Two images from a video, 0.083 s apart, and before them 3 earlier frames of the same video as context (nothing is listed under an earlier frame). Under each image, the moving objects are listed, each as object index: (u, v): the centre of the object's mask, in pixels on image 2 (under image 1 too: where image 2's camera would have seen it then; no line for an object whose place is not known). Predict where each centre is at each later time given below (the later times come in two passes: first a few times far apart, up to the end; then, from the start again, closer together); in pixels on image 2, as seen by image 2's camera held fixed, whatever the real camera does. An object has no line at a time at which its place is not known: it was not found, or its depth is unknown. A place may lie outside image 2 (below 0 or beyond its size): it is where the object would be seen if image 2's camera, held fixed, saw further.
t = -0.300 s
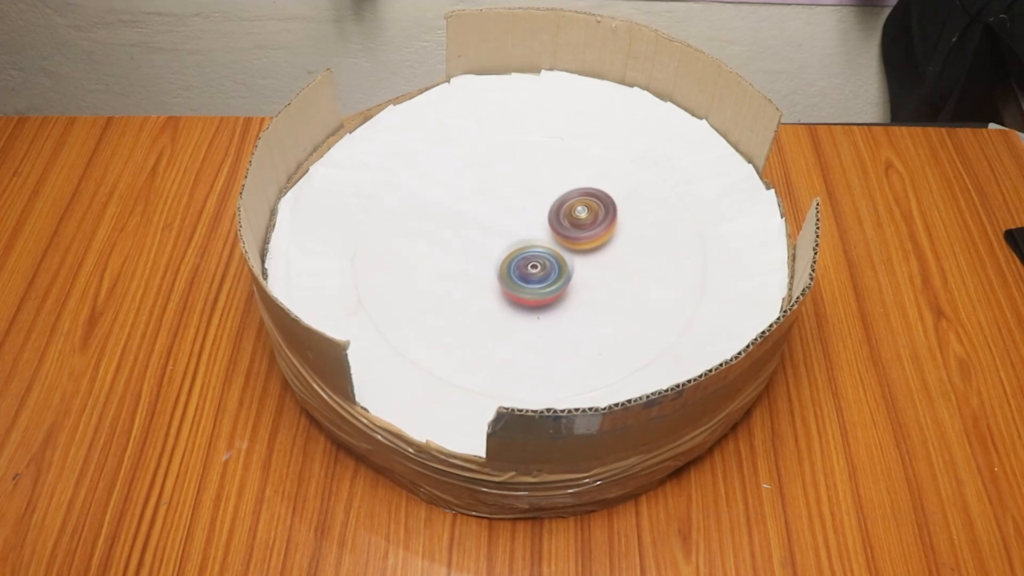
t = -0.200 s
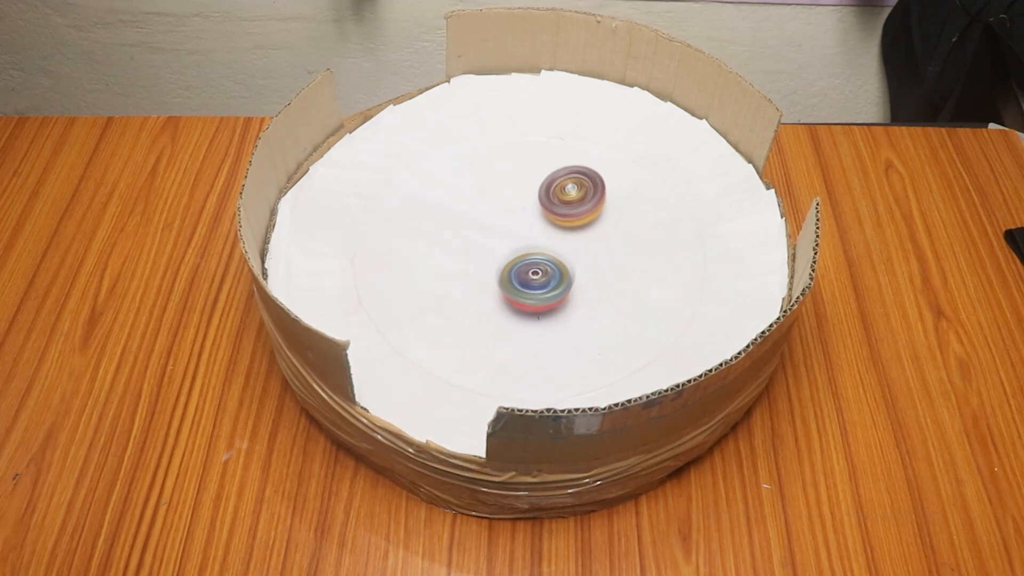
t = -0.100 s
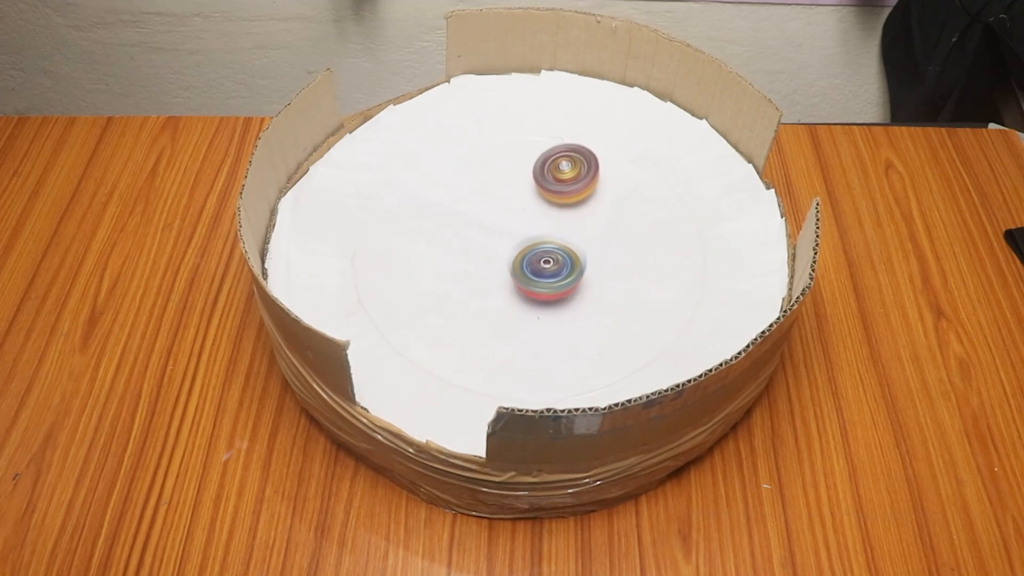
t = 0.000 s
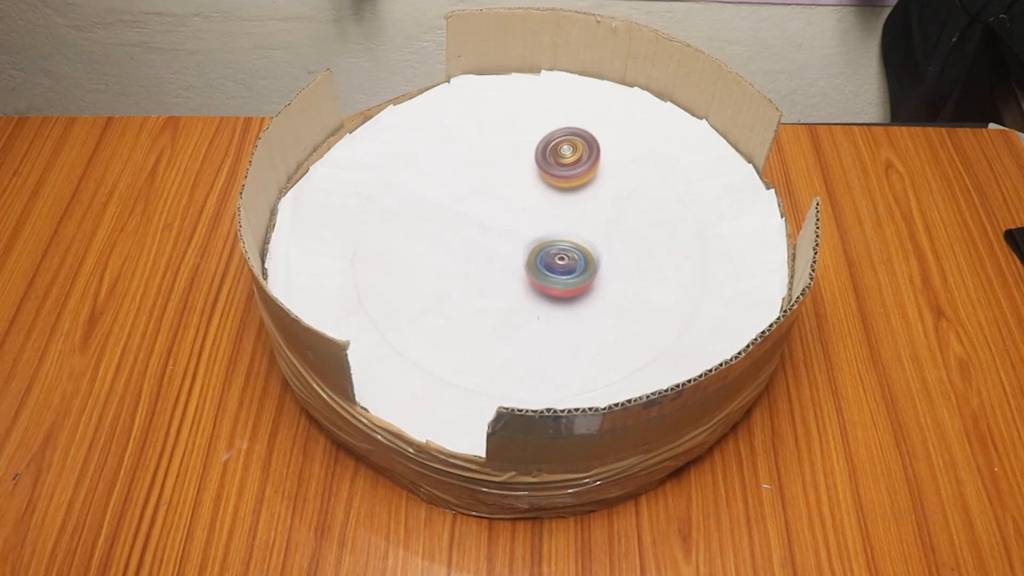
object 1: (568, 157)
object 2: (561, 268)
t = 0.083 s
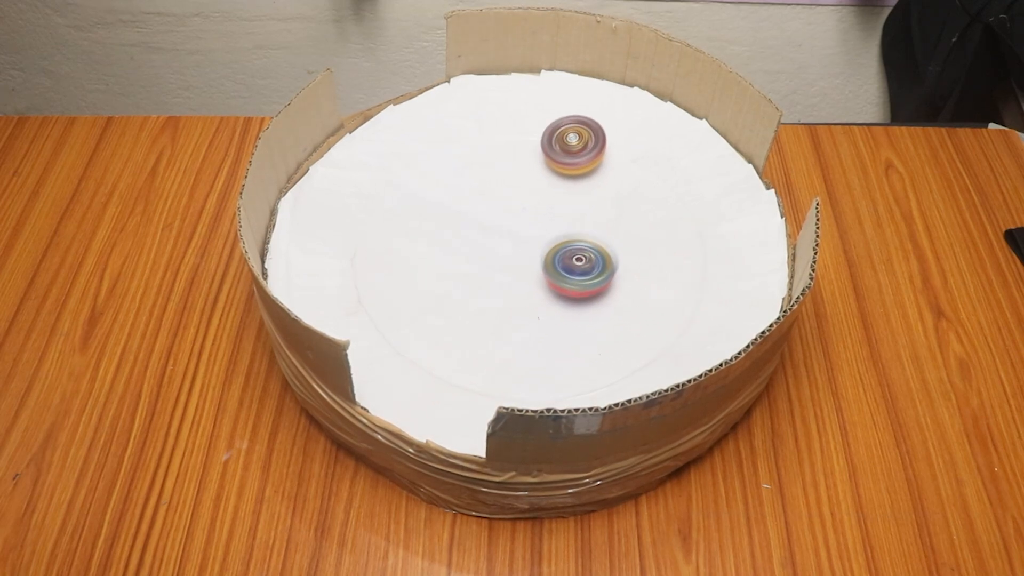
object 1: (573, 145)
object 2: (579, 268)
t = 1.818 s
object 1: (543, 242)
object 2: (441, 328)
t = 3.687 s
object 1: (590, 201)
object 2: (488, 153)
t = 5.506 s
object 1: (594, 155)
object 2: (591, 331)
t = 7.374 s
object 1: (600, 194)
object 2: (435, 339)
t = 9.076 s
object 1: (570, 269)
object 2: (616, 181)
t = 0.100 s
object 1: (574, 142)
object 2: (580, 266)
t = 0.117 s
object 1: (575, 140)
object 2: (580, 264)
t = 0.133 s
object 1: (576, 138)
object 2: (580, 261)
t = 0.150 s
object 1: (578, 136)
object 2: (580, 258)
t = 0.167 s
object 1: (580, 135)
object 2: (578, 255)
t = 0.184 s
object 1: (582, 134)
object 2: (576, 252)
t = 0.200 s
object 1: (585, 133)
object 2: (574, 249)
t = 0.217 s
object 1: (588, 135)
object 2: (570, 247)
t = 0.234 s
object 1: (592, 138)
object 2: (567, 244)
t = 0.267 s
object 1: (598, 142)
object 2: (560, 238)
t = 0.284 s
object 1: (600, 144)
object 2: (557, 235)
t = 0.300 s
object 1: (602, 146)
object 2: (555, 231)
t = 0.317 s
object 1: (603, 147)
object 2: (554, 228)
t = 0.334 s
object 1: (603, 147)
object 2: (553, 226)
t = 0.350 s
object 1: (603, 148)
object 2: (552, 224)
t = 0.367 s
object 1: (602, 149)
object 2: (551, 221)
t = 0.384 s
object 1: (601, 149)
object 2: (548, 219)
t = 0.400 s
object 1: (600, 149)
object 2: (545, 217)
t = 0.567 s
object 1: (588, 154)
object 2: (502, 210)
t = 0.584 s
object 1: (587, 155)
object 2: (501, 209)
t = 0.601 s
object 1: (587, 157)
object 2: (501, 209)
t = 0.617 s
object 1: (586, 158)
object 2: (501, 210)
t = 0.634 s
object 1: (585, 160)
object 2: (503, 211)
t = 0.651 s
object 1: (583, 161)
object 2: (506, 212)
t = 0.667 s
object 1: (581, 163)
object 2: (509, 211)
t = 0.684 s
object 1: (579, 164)
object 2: (512, 211)
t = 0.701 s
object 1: (576, 166)
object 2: (516, 211)
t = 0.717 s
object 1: (575, 167)
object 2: (519, 211)
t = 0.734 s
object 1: (573, 169)
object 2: (521, 211)
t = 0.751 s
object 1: (572, 171)
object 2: (522, 211)
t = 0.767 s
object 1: (571, 173)
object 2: (519, 213)
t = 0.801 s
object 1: (571, 177)
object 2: (518, 218)
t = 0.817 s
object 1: (569, 180)
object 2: (520, 220)
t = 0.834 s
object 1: (568, 182)
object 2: (519, 224)
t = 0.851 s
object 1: (568, 180)
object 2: (513, 233)
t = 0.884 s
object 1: (569, 178)
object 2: (501, 250)
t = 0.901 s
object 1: (568, 178)
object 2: (497, 255)
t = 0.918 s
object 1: (566, 179)
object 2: (493, 262)
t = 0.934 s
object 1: (563, 180)
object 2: (490, 267)
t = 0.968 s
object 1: (557, 182)
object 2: (482, 278)
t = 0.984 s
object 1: (555, 182)
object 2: (478, 283)
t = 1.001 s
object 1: (555, 182)
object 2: (474, 288)
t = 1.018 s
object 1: (555, 183)
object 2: (470, 293)
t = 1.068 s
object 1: (556, 181)
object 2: (463, 305)
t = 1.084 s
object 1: (558, 181)
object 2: (461, 309)
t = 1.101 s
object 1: (559, 180)
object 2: (459, 312)
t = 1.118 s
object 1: (559, 180)
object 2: (457, 316)
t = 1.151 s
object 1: (559, 178)
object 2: (453, 324)
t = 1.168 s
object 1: (560, 178)
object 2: (453, 327)
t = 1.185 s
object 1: (560, 179)
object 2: (451, 331)
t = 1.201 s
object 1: (561, 180)
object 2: (448, 336)
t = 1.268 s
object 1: (561, 183)
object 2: (438, 347)
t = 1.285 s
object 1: (561, 184)
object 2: (436, 351)
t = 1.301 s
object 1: (560, 186)
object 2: (435, 352)
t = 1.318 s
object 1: (559, 187)
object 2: (436, 353)
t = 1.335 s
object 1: (558, 188)
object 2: (438, 354)
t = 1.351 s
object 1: (557, 189)
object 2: (442, 354)
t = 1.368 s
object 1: (555, 190)
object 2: (446, 355)
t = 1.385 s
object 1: (555, 191)
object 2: (451, 354)
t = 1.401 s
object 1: (554, 192)
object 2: (454, 353)
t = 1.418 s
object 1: (554, 192)
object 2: (456, 352)
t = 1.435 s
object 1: (554, 193)
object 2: (456, 352)
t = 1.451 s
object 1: (554, 194)
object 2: (455, 352)
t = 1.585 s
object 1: (554, 208)
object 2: (435, 350)
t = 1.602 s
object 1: (554, 210)
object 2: (434, 350)
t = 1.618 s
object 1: (553, 213)
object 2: (434, 350)
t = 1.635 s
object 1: (553, 216)
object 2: (435, 349)
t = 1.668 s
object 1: (553, 221)
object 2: (435, 347)
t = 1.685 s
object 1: (553, 224)
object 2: (435, 345)
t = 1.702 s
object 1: (553, 227)
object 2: (436, 344)
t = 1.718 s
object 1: (552, 229)
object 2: (437, 342)
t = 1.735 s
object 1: (551, 231)
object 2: (438, 340)
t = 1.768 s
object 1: (548, 235)
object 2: (438, 335)
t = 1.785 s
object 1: (546, 238)
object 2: (438, 332)
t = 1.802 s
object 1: (545, 240)
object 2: (439, 330)
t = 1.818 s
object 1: (543, 242)
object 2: (441, 328)
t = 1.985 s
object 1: (532, 257)
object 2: (473, 299)
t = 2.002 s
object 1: (532, 258)
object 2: (475, 295)
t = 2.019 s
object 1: (537, 254)
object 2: (469, 297)
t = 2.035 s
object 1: (542, 248)
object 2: (463, 299)
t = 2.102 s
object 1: (561, 230)
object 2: (444, 306)
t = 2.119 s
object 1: (564, 227)
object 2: (441, 307)
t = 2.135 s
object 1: (567, 224)
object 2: (439, 309)
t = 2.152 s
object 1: (569, 222)
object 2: (436, 312)
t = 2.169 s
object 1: (572, 221)
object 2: (433, 313)
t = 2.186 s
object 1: (574, 221)
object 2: (430, 315)
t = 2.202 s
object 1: (578, 221)
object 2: (428, 317)
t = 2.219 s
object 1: (581, 222)
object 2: (426, 319)
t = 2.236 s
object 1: (584, 223)
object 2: (424, 321)
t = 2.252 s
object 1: (588, 224)
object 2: (422, 324)
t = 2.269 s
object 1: (592, 225)
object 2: (420, 324)
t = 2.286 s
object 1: (595, 226)
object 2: (417, 323)
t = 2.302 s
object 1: (597, 228)
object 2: (414, 324)
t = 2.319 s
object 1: (598, 230)
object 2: (410, 325)
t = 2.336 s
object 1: (598, 233)
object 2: (406, 326)
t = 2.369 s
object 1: (597, 239)
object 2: (401, 327)
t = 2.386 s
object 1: (595, 242)
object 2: (400, 326)
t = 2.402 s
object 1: (594, 246)
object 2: (397, 326)
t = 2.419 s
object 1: (592, 249)
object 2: (395, 323)
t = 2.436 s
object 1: (589, 252)
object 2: (393, 321)
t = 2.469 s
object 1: (586, 256)
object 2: (390, 315)
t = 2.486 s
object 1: (584, 258)
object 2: (388, 314)
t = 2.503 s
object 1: (583, 259)
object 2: (386, 312)
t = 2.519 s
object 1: (582, 260)
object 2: (384, 310)
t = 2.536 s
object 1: (581, 260)
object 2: (384, 309)
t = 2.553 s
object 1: (580, 260)
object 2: (383, 307)
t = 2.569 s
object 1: (579, 259)
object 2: (382, 306)
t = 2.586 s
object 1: (579, 259)
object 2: (381, 305)
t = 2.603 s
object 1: (579, 258)
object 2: (381, 305)
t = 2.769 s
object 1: (585, 245)
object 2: (397, 300)
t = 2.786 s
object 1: (585, 243)
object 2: (401, 299)
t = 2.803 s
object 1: (585, 242)
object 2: (406, 298)
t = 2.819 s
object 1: (584, 240)
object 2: (411, 296)
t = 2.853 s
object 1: (583, 237)
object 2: (421, 294)
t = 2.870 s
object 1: (582, 236)
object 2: (427, 291)
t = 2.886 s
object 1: (580, 235)
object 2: (432, 289)
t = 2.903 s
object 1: (579, 234)
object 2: (437, 287)
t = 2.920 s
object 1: (578, 233)
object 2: (442, 284)
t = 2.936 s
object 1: (578, 232)
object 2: (447, 280)
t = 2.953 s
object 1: (580, 230)
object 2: (451, 276)
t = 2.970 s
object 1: (581, 228)
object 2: (455, 272)
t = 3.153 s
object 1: (590, 221)
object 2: (491, 232)
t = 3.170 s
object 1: (591, 221)
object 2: (495, 228)
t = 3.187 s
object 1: (590, 221)
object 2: (497, 224)
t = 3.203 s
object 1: (590, 221)
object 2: (499, 221)
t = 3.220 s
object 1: (589, 222)
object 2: (501, 216)
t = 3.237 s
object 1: (588, 222)
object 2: (503, 214)
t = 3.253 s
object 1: (587, 223)
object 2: (507, 211)
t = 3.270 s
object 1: (586, 224)
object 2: (510, 207)
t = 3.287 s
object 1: (585, 224)
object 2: (511, 203)
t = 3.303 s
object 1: (584, 223)
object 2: (512, 200)
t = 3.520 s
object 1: (589, 207)
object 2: (511, 158)
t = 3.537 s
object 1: (590, 206)
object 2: (510, 156)
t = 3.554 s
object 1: (590, 205)
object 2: (508, 154)
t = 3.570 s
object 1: (590, 204)
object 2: (506, 153)
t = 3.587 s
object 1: (591, 204)
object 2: (503, 152)
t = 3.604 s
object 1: (591, 203)
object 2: (500, 151)
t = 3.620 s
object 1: (591, 202)
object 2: (497, 150)
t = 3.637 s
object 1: (591, 202)
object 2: (494, 150)
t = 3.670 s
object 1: (590, 201)
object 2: (490, 151)
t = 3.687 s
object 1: (590, 201)
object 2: (488, 153)
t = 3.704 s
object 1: (590, 201)
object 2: (487, 157)
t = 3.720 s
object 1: (590, 201)
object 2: (485, 160)
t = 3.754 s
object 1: (590, 201)
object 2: (483, 166)
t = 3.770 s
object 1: (591, 201)
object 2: (482, 170)
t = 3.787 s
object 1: (591, 201)
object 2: (481, 173)
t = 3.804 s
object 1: (591, 201)
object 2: (481, 177)
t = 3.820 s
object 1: (591, 202)
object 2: (481, 180)
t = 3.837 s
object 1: (591, 202)
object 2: (483, 184)
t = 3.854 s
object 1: (590, 203)
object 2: (485, 188)
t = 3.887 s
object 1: (589, 204)
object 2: (489, 196)
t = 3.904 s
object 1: (589, 204)
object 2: (491, 199)
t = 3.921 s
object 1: (588, 205)
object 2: (493, 203)
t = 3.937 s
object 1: (587, 205)
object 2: (495, 205)
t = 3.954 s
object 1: (586, 206)
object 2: (497, 207)
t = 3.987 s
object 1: (582, 208)
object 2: (505, 213)
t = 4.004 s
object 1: (581, 209)
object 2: (509, 214)
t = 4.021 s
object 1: (586, 209)
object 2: (506, 216)
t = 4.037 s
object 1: (592, 209)
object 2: (501, 219)
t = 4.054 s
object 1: (597, 210)
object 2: (498, 220)
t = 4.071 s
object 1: (601, 211)
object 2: (494, 224)
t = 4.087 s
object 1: (604, 213)
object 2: (490, 227)
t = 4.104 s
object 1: (605, 214)
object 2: (487, 231)
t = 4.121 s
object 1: (606, 216)
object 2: (483, 235)
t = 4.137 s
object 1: (605, 217)
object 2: (481, 238)
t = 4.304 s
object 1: (585, 235)
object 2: (467, 274)
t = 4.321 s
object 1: (584, 237)
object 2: (465, 279)
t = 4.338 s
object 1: (582, 238)
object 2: (463, 281)
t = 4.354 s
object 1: (580, 238)
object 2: (462, 283)
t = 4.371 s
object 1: (579, 238)
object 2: (461, 286)
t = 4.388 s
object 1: (577, 237)
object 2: (460, 289)
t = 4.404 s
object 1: (576, 237)
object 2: (460, 291)
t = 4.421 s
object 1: (574, 235)
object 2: (460, 295)
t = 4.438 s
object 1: (573, 234)
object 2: (460, 299)
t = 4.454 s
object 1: (573, 232)
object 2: (460, 302)
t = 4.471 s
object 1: (574, 231)
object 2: (460, 305)
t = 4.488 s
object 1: (575, 230)
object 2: (460, 307)
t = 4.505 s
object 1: (575, 228)
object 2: (460, 309)
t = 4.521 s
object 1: (576, 227)
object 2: (461, 312)
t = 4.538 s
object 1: (576, 226)
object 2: (463, 314)
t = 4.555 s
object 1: (577, 226)
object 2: (464, 317)
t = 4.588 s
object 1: (580, 226)
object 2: (466, 322)
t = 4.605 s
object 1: (581, 226)
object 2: (467, 324)
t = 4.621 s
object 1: (582, 227)
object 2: (468, 326)
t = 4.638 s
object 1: (584, 228)
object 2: (472, 328)
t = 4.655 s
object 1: (585, 229)
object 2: (475, 330)
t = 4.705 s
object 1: (586, 232)
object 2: (484, 336)
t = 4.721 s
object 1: (586, 233)
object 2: (488, 338)
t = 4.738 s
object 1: (585, 234)
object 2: (492, 340)
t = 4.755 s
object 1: (584, 236)
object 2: (495, 342)
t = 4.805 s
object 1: (580, 237)
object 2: (503, 347)
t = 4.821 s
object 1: (578, 237)
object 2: (506, 348)
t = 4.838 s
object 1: (576, 236)
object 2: (511, 350)
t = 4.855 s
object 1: (575, 236)
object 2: (516, 350)
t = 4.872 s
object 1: (573, 234)
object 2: (519, 350)
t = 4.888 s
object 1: (572, 233)
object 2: (523, 349)
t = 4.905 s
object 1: (571, 232)
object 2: (528, 348)
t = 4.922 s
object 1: (571, 231)
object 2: (533, 348)
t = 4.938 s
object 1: (570, 230)
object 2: (538, 346)
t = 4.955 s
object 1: (569, 229)
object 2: (541, 342)
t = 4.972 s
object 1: (568, 229)
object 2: (544, 339)
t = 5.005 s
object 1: (567, 228)
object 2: (551, 331)
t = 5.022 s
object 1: (566, 227)
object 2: (554, 327)
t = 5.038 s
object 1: (566, 226)
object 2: (558, 322)
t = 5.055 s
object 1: (566, 225)
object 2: (561, 318)
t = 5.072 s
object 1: (565, 224)
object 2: (564, 313)
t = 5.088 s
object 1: (565, 223)
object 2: (566, 308)
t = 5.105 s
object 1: (565, 223)
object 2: (567, 304)
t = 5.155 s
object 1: (567, 224)
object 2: (571, 289)
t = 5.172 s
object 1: (567, 224)
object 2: (572, 286)
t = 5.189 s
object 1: (568, 224)
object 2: (573, 282)
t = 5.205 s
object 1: (568, 224)
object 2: (574, 279)
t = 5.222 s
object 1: (568, 220)
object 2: (574, 283)
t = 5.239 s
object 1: (569, 210)
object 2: (574, 292)
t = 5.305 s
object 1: (570, 183)
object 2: (570, 307)
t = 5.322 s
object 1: (571, 177)
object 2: (570, 310)
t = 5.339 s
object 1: (572, 174)
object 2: (572, 311)
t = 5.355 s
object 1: (573, 170)
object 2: (574, 313)
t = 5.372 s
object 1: (576, 168)
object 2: (576, 314)
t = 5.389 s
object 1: (577, 166)
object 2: (578, 317)
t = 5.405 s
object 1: (580, 164)
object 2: (580, 318)
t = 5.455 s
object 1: (588, 159)
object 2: (587, 324)
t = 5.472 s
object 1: (591, 157)
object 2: (590, 325)
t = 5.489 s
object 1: (593, 156)
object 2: (591, 328)
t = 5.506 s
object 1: (594, 155)
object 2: (591, 331)
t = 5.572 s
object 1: (600, 151)
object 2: (595, 339)
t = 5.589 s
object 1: (602, 150)
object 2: (596, 341)
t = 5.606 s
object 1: (603, 149)
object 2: (599, 341)
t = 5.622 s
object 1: (604, 149)
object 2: (602, 341)
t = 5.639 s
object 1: (606, 148)
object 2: (605, 340)
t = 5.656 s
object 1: (607, 147)
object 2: (607, 338)
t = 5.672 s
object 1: (608, 146)
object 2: (609, 336)
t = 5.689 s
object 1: (609, 146)
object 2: (610, 334)
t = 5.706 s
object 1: (610, 145)
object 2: (611, 333)
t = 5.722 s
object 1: (611, 145)
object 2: (613, 332)
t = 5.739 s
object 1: (612, 145)
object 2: (615, 329)
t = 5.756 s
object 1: (612, 145)
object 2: (615, 327)
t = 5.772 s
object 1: (613, 145)
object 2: (616, 324)
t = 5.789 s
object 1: (613, 147)
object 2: (617, 321)
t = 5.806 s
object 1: (614, 149)
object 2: (617, 318)
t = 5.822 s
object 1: (614, 151)
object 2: (616, 314)
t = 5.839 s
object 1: (614, 153)
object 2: (614, 312)
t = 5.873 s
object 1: (613, 155)
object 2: (609, 306)
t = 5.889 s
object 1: (613, 155)
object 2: (608, 303)
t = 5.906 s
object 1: (612, 156)
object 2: (605, 300)
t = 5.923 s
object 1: (610, 156)
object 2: (605, 297)
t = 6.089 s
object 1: (594, 166)
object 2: (590, 266)
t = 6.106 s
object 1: (592, 168)
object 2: (587, 262)
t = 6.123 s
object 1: (590, 169)
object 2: (584, 259)
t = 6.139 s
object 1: (589, 171)
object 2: (582, 254)
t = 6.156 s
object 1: (588, 173)
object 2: (579, 252)
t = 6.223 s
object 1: (584, 182)
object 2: (569, 239)
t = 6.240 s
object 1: (582, 183)
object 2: (566, 236)
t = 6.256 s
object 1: (581, 183)
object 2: (563, 235)
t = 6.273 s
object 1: (580, 183)
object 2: (560, 239)
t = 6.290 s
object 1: (578, 184)
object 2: (558, 240)
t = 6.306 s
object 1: (577, 185)
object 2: (555, 241)
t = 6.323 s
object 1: (577, 186)
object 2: (553, 240)
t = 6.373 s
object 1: (576, 188)
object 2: (547, 238)
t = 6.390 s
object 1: (576, 189)
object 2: (543, 238)
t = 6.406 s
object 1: (576, 189)
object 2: (539, 239)
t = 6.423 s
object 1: (576, 189)
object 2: (537, 241)
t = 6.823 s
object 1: (546, 228)
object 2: (486, 269)
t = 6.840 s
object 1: (544, 230)
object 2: (486, 269)
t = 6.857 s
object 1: (543, 231)
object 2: (486, 268)
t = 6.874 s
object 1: (541, 231)
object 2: (485, 267)
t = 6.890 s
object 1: (540, 232)
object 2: (482, 266)
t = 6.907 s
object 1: (544, 226)
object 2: (472, 274)
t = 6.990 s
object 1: (558, 203)
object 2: (439, 302)
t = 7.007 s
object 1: (560, 201)
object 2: (436, 306)
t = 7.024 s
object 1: (563, 199)
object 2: (433, 310)
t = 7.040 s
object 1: (565, 198)
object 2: (431, 313)
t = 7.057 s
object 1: (567, 197)
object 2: (429, 315)
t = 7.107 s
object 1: (573, 196)
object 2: (420, 321)
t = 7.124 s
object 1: (575, 195)
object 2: (419, 325)
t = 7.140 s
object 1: (578, 195)
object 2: (416, 326)
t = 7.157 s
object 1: (580, 195)
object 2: (413, 330)
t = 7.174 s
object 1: (582, 195)
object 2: (410, 330)
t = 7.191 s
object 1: (583, 195)
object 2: (407, 331)
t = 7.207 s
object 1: (584, 196)
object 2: (408, 331)
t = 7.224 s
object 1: (586, 196)
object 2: (409, 335)
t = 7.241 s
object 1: (587, 197)
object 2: (411, 334)
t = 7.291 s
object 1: (591, 197)
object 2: (417, 336)
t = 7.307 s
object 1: (592, 197)
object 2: (420, 337)
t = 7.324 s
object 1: (594, 197)
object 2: (424, 339)
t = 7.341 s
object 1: (596, 196)
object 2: (429, 338)
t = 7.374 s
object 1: (600, 194)
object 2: (435, 339)
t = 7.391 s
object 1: (602, 193)
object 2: (437, 337)
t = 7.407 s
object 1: (604, 192)
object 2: (438, 335)
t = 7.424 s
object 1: (606, 192)
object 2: (438, 334)
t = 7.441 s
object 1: (607, 192)
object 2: (437, 334)
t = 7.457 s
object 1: (608, 192)
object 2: (436, 332)
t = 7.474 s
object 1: (609, 194)
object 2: (435, 328)
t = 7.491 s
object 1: (609, 195)
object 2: (433, 326)
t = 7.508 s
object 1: (609, 198)
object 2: (432, 323)
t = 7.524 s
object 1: (608, 199)
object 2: (432, 320)
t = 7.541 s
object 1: (607, 201)
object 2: (432, 318)
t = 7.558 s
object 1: (605, 203)
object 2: (432, 314)
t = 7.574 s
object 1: (604, 203)
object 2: (434, 311)
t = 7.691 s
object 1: (594, 209)
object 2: (441, 288)
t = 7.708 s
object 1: (594, 209)
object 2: (442, 284)
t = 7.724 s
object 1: (594, 208)
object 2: (445, 280)
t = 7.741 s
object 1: (595, 208)
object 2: (445, 277)
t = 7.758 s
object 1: (595, 207)
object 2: (446, 274)
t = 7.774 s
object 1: (596, 206)
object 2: (448, 270)
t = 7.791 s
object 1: (598, 205)
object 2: (449, 266)
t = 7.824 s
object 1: (600, 204)
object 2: (449, 260)
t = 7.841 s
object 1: (601, 204)
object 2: (451, 257)
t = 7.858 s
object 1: (600, 204)
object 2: (453, 253)
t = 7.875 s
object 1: (599, 205)
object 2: (454, 250)
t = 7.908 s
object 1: (597, 207)
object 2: (457, 243)
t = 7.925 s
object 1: (596, 207)
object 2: (457, 239)
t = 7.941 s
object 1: (595, 207)
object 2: (458, 237)
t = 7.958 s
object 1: (596, 207)
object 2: (461, 233)
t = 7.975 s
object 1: (596, 207)
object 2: (463, 231)
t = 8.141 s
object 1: (599, 206)
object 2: (497, 208)
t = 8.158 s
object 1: (599, 206)
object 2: (500, 206)
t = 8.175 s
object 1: (599, 206)
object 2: (503, 203)
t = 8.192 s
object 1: (600, 206)
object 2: (504, 201)
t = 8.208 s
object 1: (599, 206)
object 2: (505, 199)
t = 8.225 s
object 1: (599, 207)
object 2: (507, 196)
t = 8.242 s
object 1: (597, 207)
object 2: (509, 195)
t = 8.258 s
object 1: (597, 207)
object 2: (512, 193)
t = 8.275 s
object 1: (596, 207)
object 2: (515, 191)
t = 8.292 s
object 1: (595, 207)
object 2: (518, 189)
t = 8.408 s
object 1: (608, 209)
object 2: (536, 178)
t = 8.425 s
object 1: (608, 210)
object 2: (538, 176)
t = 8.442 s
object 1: (609, 211)
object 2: (541, 176)
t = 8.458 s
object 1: (608, 213)
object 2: (544, 175)
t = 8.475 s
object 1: (607, 215)
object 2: (547, 174)
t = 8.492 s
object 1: (607, 218)
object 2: (551, 174)
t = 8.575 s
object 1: (601, 230)
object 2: (564, 176)
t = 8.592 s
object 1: (600, 233)
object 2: (567, 176)
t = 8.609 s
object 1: (599, 236)
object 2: (568, 176)
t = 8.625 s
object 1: (598, 238)
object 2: (570, 175)
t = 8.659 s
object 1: (596, 243)
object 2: (573, 173)
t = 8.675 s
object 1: (595, 246)
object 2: (576, 172)
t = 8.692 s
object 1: (594, 248)
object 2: (578, 172)
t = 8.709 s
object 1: (593, 250)
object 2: (580, 173)
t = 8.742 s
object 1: (591, 254)
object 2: (582, 175)
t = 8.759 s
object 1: (590, 256)
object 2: (585, 176)
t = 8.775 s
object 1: (589, 258)
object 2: (586, 178)
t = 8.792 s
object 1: (587, 259)
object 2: (589, 178)
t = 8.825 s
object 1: (585, 263)
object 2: (594, 181)
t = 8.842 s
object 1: (584, 264)
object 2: (597, 182)
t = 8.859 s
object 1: (582, 265)
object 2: (599, 184)
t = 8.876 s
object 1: (581, 266)
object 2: (602, 186)
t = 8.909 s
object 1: (578, 268)
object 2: (607, 191)
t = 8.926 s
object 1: (578, 269)
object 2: (609, 192)
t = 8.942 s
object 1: (578, 269)
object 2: (610, 192)
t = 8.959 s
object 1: (577, 269)
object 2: (611, 192)
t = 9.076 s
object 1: (570, 269)
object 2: (616, 181)
